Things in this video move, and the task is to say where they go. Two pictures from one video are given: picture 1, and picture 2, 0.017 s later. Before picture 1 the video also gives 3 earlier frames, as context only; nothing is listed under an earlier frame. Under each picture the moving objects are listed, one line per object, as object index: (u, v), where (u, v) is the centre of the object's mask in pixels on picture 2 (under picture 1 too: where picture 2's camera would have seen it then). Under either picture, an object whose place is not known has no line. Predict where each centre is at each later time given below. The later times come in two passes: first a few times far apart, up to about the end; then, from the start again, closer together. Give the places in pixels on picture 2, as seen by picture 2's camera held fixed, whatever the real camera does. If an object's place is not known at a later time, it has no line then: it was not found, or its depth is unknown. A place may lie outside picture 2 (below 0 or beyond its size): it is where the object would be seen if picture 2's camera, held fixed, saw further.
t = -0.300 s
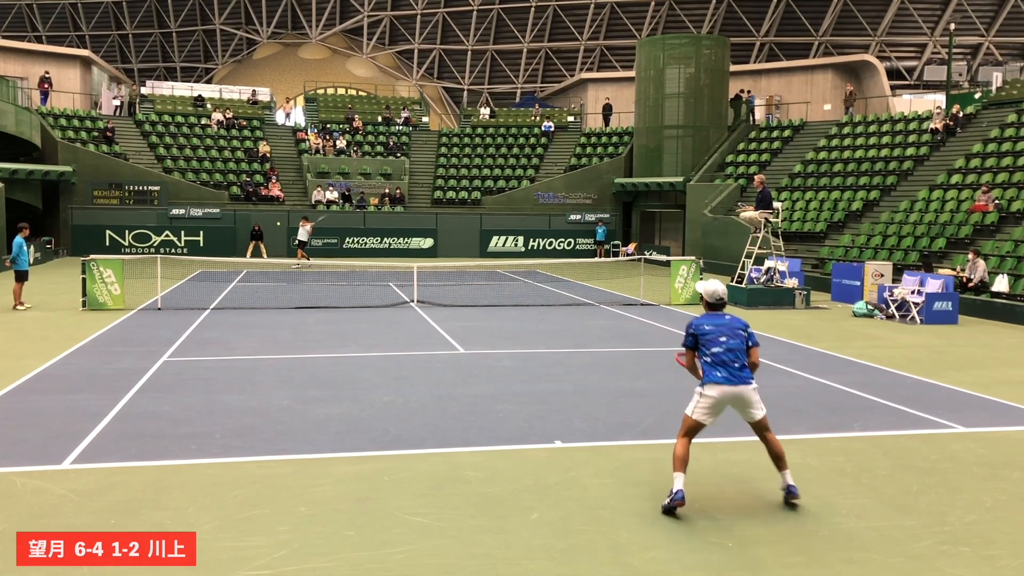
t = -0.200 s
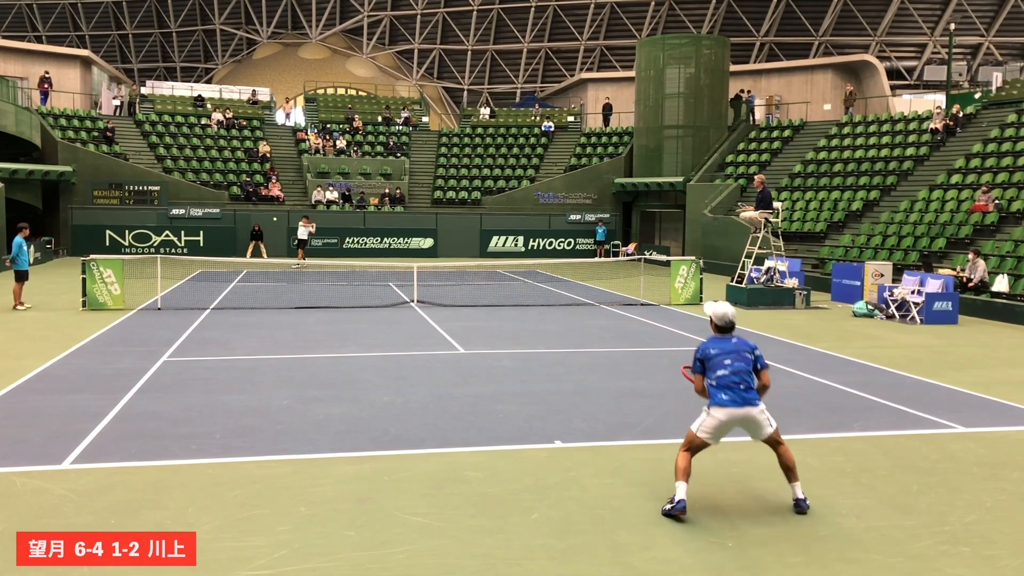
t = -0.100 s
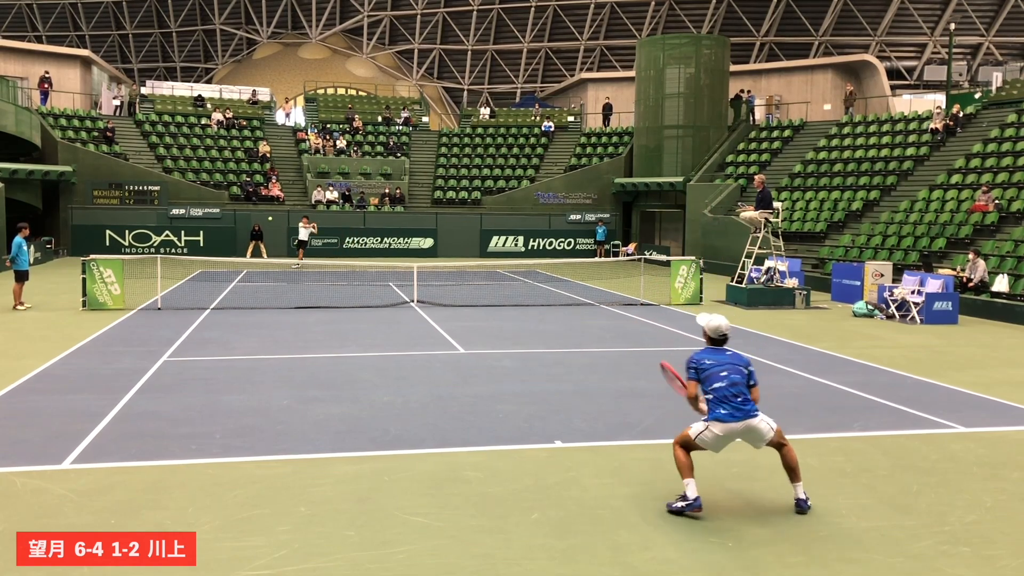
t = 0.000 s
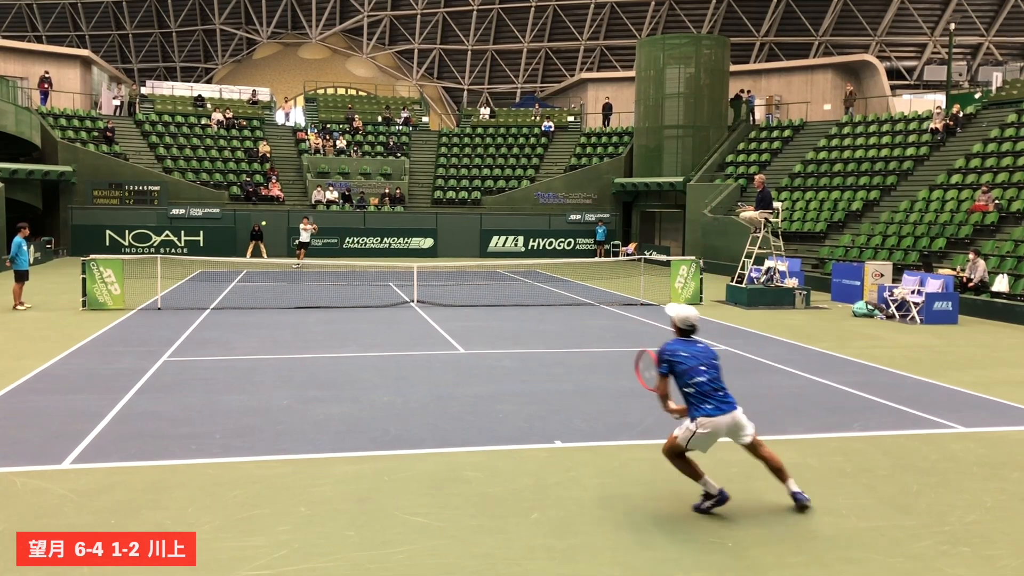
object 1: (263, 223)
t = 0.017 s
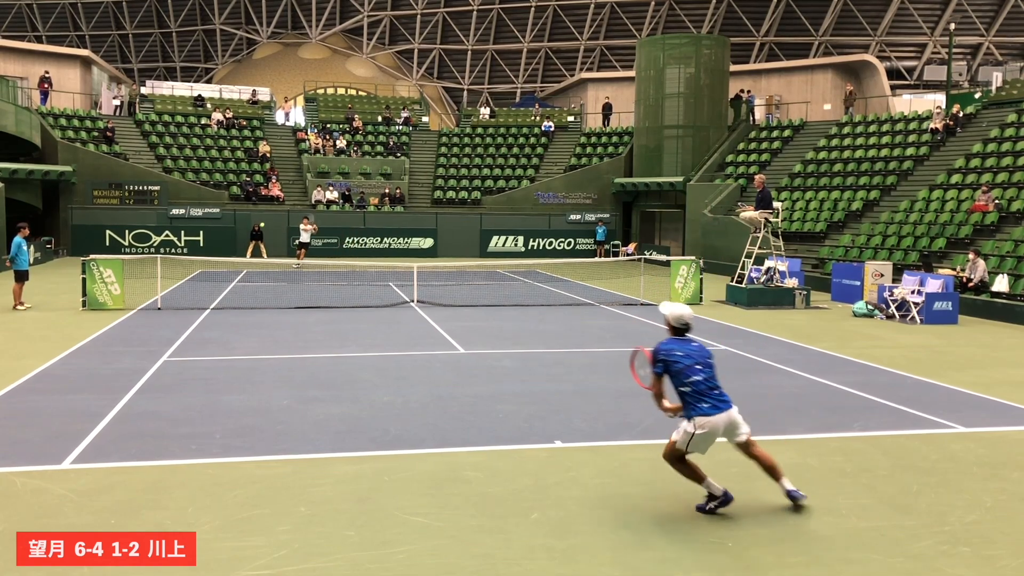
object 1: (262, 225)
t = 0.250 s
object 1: (236, 272)
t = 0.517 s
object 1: (185, 366)
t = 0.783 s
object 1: (115, 358)
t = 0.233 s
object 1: (239, 266)
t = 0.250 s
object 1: (236, 272)
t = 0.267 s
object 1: (234, 277)
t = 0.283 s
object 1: (232, 283)
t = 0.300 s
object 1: (229, 291)
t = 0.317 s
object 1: (226, 298)
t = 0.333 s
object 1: (223, 306)
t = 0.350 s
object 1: (219, 314)
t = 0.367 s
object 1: (216, 323)
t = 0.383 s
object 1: (213, 333)
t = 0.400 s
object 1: (209, 343)
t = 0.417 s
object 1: (205, 353)
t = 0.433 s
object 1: (201, 366)
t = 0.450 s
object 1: (197, 376)
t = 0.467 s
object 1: (194, 375)
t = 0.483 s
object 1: (191, 372)
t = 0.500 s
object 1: (189, 369)
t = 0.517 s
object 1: (185, 366)
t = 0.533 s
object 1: (182, 363)
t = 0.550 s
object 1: (178, 360)
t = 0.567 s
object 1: (175, 358)
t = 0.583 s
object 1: (172, 357)
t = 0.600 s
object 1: (168, 355)
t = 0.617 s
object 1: (164, 353)
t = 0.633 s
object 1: (160, 351)
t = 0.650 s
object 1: (156, 351)
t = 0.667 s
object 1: (151, 350)
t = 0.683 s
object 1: (147, 350)
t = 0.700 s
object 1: (142, 349)
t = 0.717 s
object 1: (137, 350)
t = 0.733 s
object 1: (132, 352)
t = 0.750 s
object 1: (126, 353)
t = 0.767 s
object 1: (121, 355)
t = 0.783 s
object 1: (115, 358)
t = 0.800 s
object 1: (108, 361)
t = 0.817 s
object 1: (101, 365)
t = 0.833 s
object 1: (94, 369)
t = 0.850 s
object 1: (86, 374)
